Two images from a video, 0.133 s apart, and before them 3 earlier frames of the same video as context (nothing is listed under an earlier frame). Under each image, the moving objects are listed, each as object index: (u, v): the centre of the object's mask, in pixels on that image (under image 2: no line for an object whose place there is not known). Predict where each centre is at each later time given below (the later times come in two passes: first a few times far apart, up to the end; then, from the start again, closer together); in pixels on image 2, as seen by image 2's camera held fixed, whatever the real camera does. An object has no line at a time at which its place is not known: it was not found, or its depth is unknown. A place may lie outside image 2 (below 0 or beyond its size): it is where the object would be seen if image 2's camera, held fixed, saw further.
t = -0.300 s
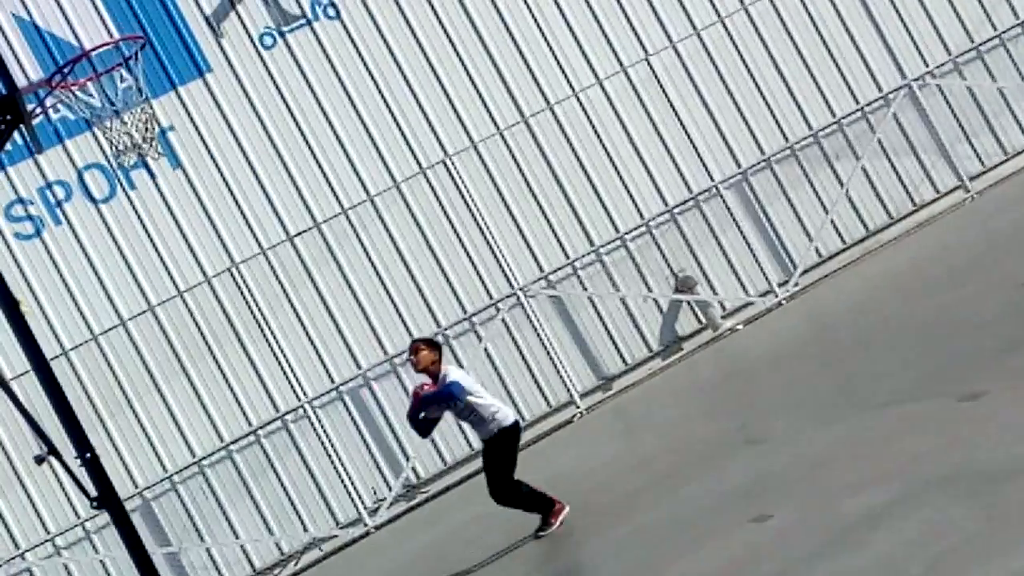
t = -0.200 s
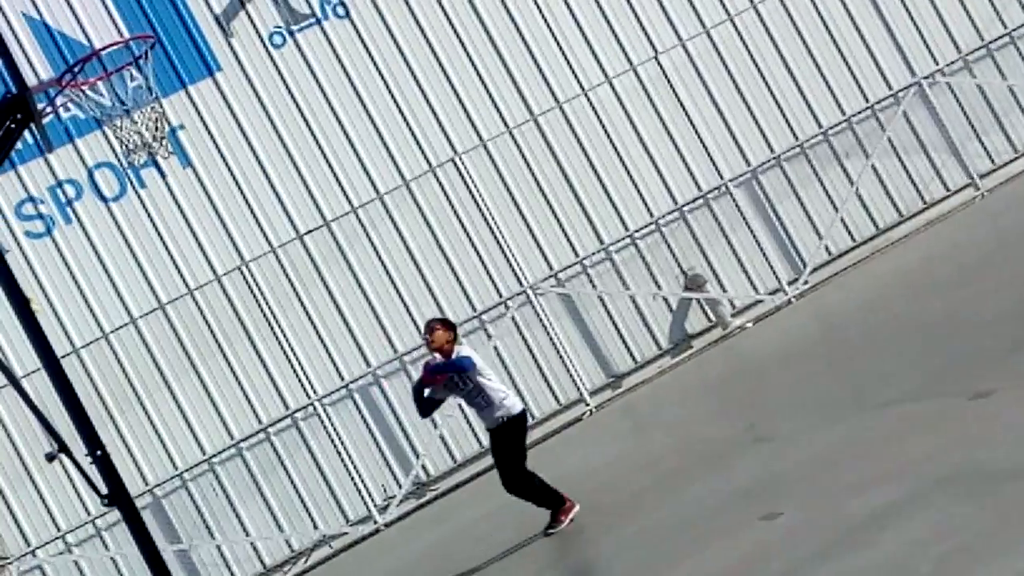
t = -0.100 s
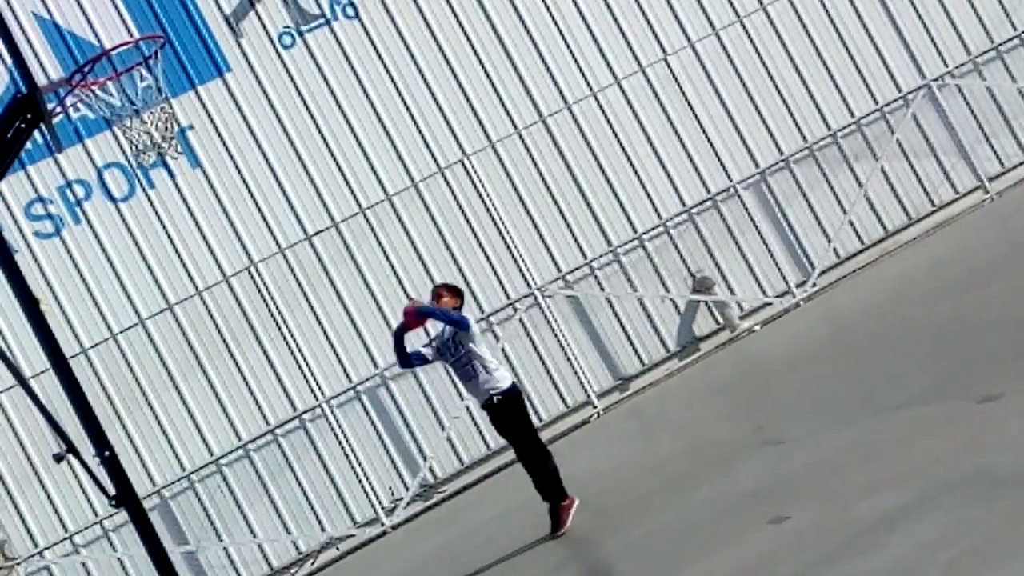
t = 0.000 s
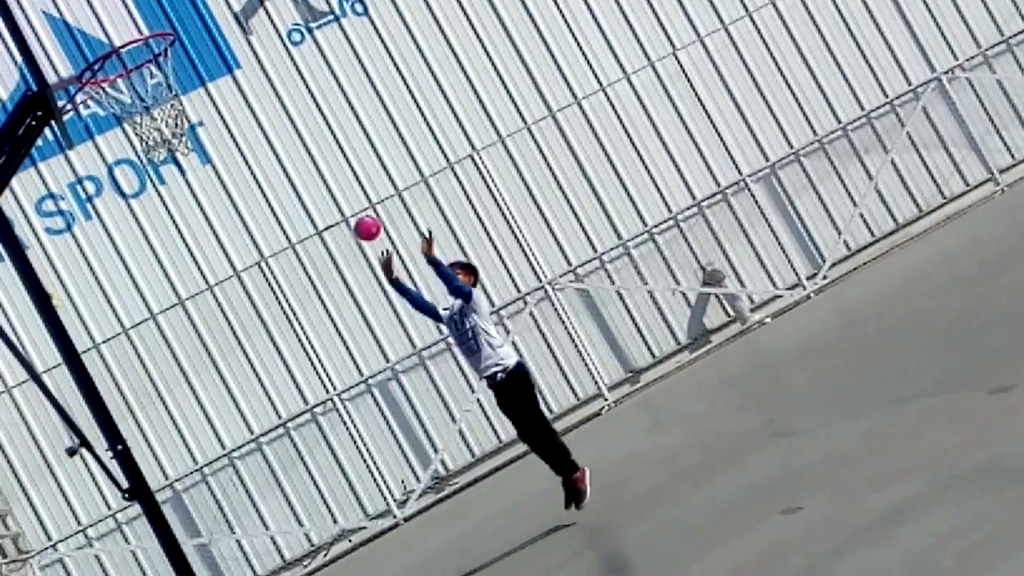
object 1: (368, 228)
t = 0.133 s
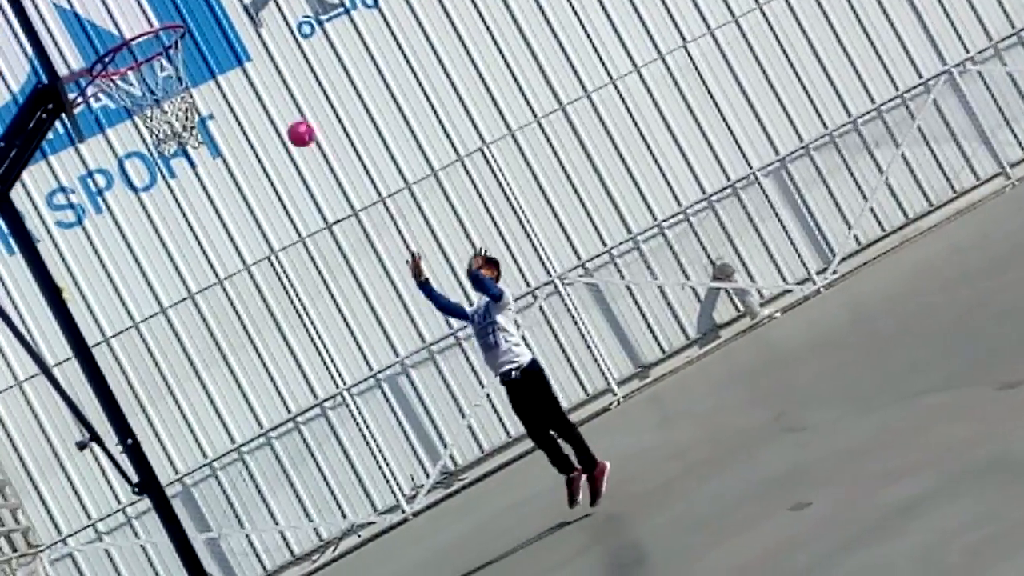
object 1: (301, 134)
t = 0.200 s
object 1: (268, 100)
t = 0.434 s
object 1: (182, 38)
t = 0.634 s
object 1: (146, 31)
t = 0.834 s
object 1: (133, 38)
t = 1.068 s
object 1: (132, 86)
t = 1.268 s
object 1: (152, 137)
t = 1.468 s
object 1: (210, 221)
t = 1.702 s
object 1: (326, 421)
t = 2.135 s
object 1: (337, 368)
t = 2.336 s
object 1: (306, 264)
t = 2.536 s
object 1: (313, 238)
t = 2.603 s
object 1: (326, 247)
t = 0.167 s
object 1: (284, 117)
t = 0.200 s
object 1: (268, 100)
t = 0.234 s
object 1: (253, 85)
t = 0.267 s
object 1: (238, 72)
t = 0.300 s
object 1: (225, 62)
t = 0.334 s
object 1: (213, 53)
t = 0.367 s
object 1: (201, 46)
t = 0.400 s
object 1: (193, 41)
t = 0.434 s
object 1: (182, 38)
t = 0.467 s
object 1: (172, 37)
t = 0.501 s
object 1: (165, 40)
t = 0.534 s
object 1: (159, 39)
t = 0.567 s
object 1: (153, 34)
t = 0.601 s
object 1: (149, 31)
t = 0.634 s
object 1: (146, 31)
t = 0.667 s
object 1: (144, 31)
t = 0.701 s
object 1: (143, 34)
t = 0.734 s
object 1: (143, 39)
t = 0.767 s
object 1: (143, 43)
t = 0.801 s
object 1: (137, 40)
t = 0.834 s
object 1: (133, 38)
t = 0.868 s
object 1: (129, 39)
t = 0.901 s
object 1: (126, 42)
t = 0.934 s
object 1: (126, 47)
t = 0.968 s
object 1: (126, 55)
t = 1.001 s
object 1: (127, 62)
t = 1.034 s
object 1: (129, 74)
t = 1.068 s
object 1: (132, 86)
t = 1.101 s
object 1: (137, 101)
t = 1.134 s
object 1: (138, 111)
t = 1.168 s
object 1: (139, 116)
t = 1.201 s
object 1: (143, 122)
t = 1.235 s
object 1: (148, 129)
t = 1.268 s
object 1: (152, 137)
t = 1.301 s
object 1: (157, 145)
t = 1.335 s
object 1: (167, 155)
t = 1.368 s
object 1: (176, 167)
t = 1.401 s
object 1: (186, 183)
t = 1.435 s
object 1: (197, 200)
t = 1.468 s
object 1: (210, 221)
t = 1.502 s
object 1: (224, 243)
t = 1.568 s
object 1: (253, 294)
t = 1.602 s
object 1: (270, 323)
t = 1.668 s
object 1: (306, 386)
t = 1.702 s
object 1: (326, 421)
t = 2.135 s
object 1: (337, 368)
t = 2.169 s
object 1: (329, 344)
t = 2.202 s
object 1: (322, 324)
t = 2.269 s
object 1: (311, 289)
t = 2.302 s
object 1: (308, 276)
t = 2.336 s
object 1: (306, 264)
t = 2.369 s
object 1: (304, 254)
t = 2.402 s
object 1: (303, 247)
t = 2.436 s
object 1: (304, 242)
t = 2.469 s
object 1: (306, 238)
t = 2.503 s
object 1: (309, 237)
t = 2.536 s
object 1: (313, 238)
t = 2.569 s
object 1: (320, 241)
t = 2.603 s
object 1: (326, 247)
